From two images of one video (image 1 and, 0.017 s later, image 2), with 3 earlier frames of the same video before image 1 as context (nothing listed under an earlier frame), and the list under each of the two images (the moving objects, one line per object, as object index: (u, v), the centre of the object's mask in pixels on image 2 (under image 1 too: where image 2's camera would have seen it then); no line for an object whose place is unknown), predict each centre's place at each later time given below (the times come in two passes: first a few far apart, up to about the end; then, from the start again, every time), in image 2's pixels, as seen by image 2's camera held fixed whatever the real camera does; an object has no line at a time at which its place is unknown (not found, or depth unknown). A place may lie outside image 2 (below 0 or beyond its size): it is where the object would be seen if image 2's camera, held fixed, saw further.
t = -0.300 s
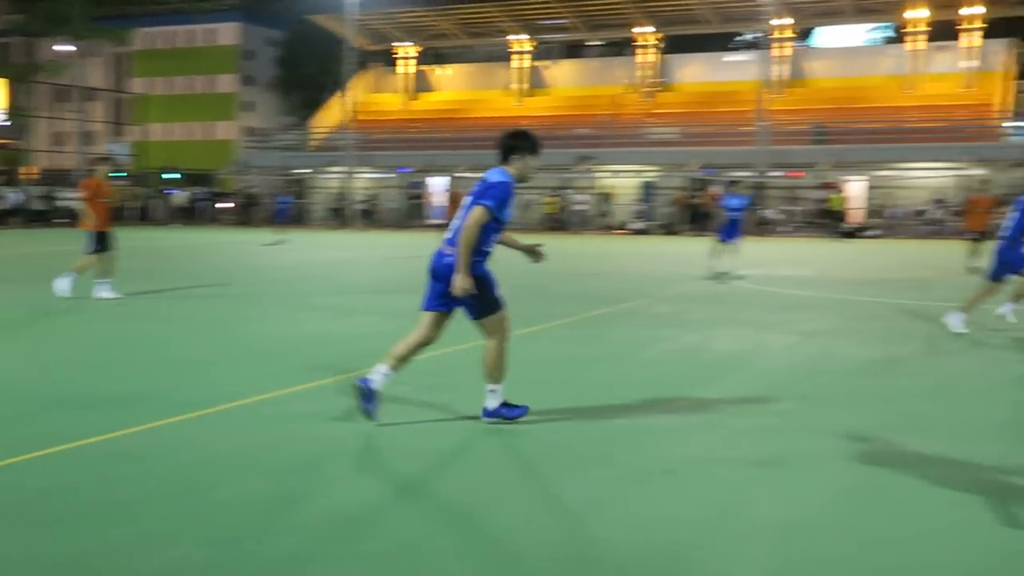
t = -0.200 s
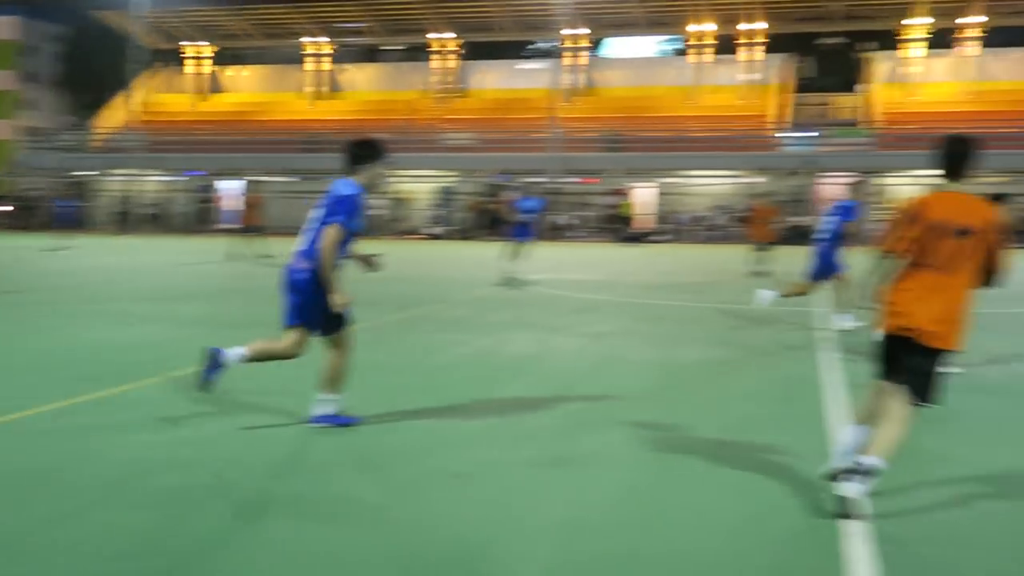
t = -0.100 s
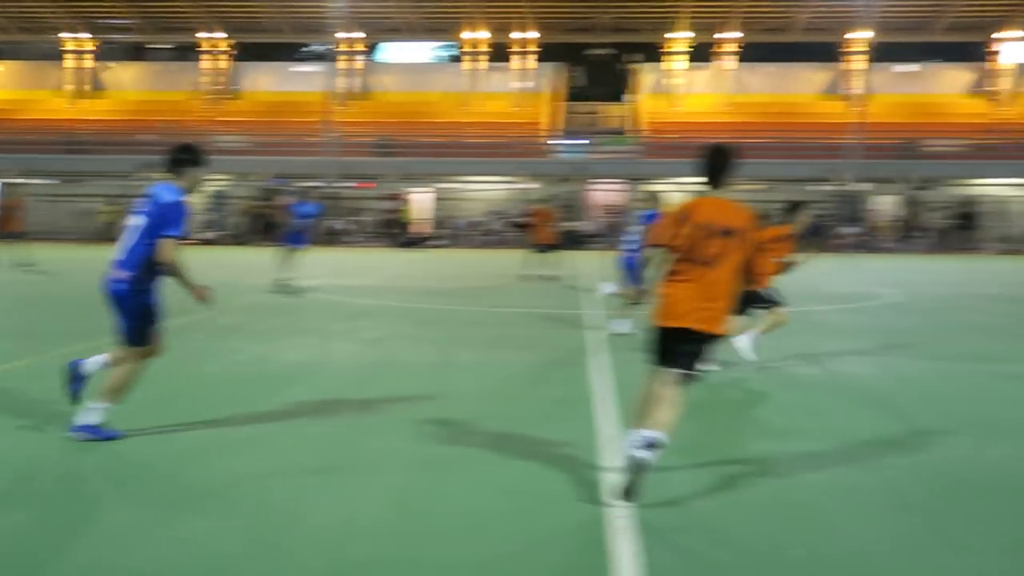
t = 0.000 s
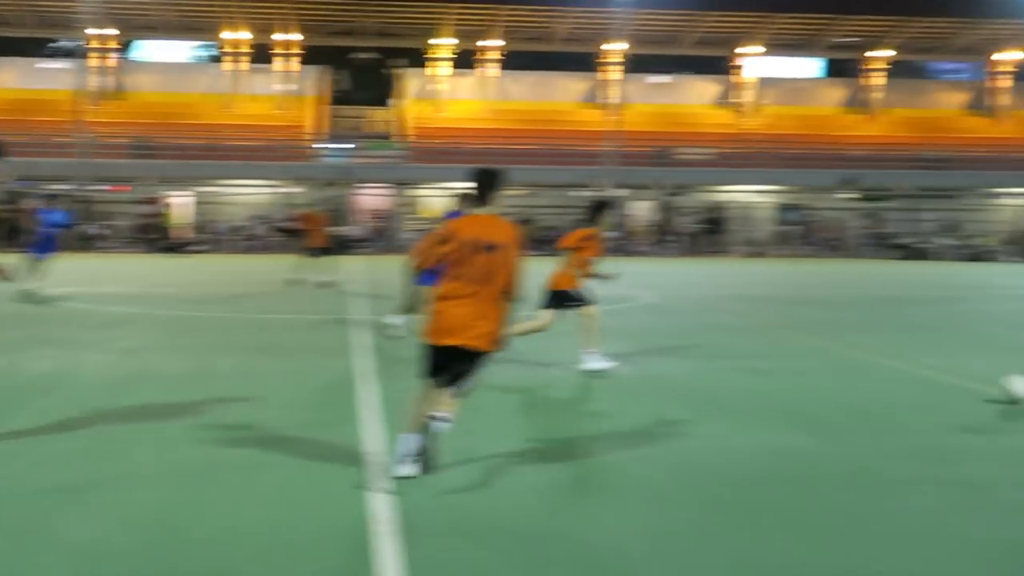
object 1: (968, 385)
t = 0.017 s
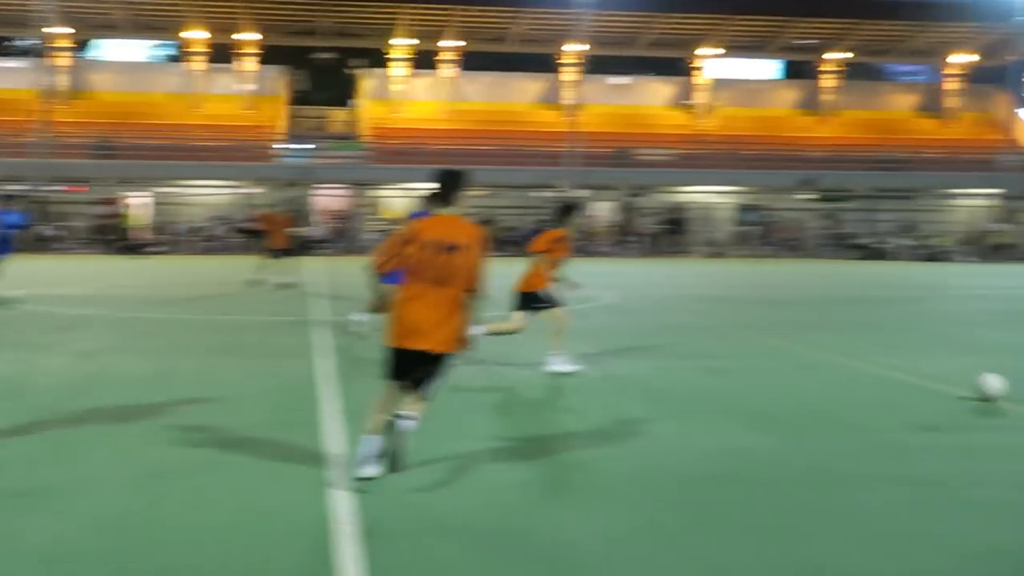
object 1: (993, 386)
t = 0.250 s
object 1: (1200, 374)
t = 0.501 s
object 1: (1379, 368)
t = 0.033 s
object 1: (1009, 386)
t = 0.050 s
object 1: (1029, 385)
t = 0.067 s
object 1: (1047, 384)
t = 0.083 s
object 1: (1064, 384)
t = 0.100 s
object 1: (1081, 383)
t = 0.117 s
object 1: (1096, 382)
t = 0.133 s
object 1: (1111, 380)
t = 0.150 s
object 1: (1125, 379)
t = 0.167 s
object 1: (1135, 378)
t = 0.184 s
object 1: (1149, 378)
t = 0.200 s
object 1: (1162, 378)
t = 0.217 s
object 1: (1175, 377)
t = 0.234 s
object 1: (1188, 375)
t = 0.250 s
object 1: (1200, 374)
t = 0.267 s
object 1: (1214, 373)
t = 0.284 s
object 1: (1227, 372)
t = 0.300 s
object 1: (1240, 373)
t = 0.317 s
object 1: (1251, 374)
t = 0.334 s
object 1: (1262, 373)
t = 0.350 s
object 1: (1277, 371)
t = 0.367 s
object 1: (1289, 370)
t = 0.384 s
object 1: (1299, 370)
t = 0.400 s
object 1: (1312, 369)
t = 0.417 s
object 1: (1323, 369)
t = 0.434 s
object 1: (1335, 369)
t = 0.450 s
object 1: (1347, 370)
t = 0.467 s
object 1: (1357, 369)
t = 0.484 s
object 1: (1370, 368)
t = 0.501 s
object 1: (1379, 368)
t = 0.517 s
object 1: (1390, 367)
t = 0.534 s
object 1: (1400, 366)
